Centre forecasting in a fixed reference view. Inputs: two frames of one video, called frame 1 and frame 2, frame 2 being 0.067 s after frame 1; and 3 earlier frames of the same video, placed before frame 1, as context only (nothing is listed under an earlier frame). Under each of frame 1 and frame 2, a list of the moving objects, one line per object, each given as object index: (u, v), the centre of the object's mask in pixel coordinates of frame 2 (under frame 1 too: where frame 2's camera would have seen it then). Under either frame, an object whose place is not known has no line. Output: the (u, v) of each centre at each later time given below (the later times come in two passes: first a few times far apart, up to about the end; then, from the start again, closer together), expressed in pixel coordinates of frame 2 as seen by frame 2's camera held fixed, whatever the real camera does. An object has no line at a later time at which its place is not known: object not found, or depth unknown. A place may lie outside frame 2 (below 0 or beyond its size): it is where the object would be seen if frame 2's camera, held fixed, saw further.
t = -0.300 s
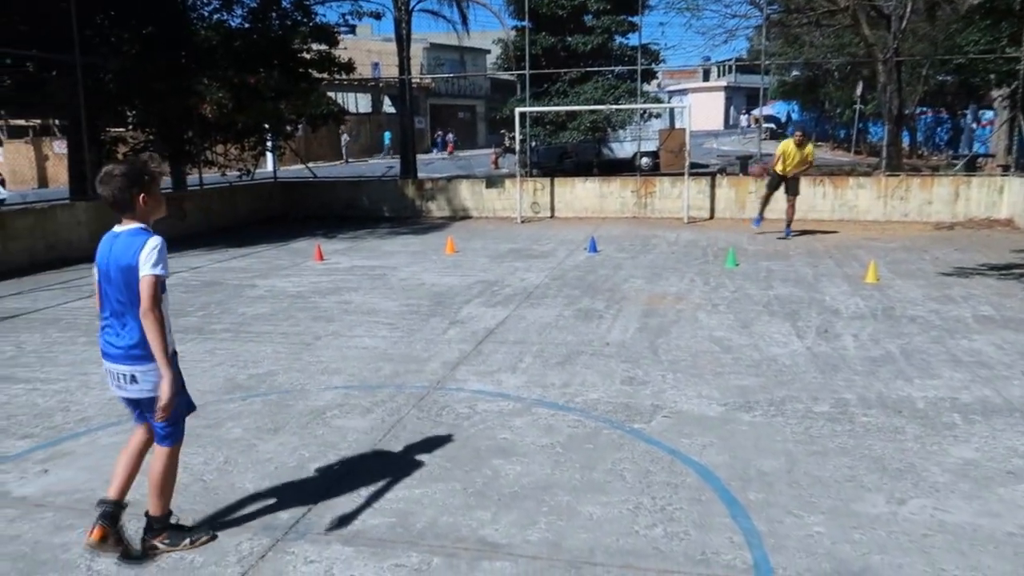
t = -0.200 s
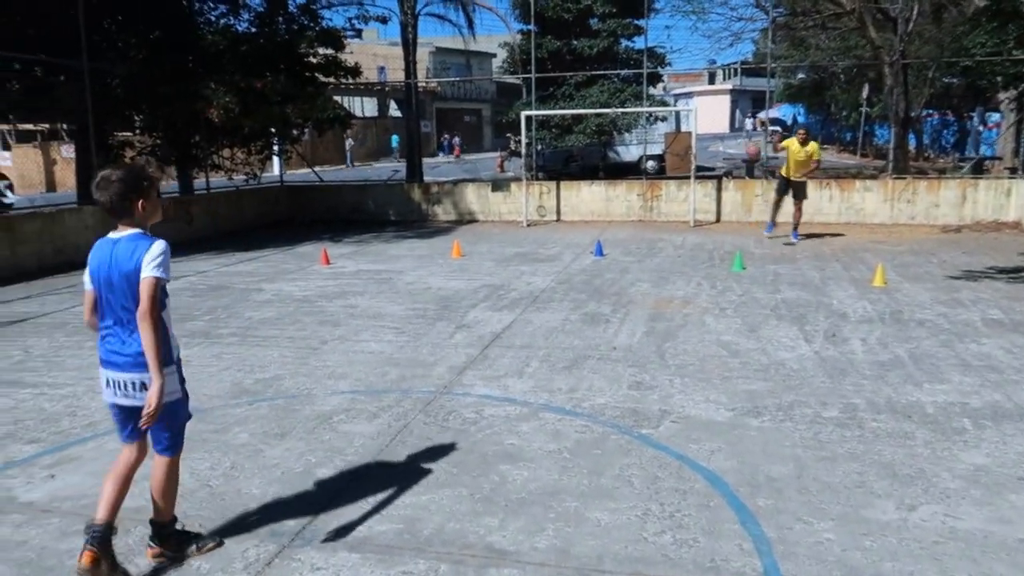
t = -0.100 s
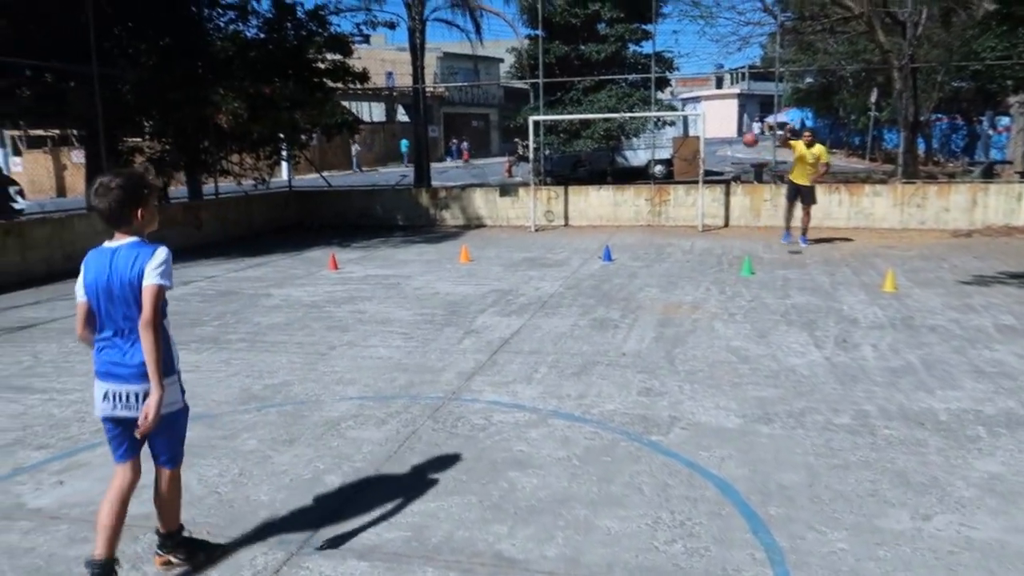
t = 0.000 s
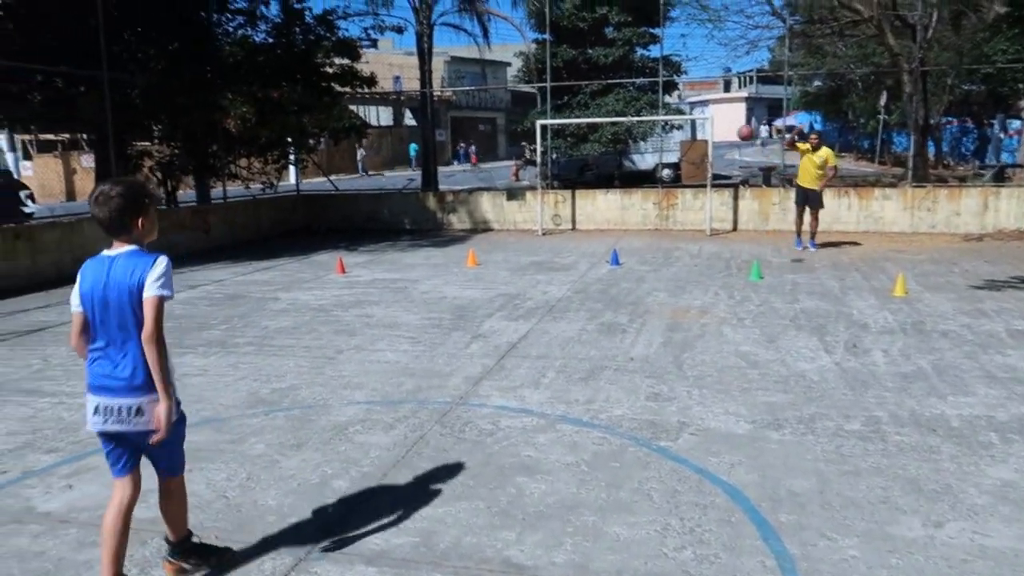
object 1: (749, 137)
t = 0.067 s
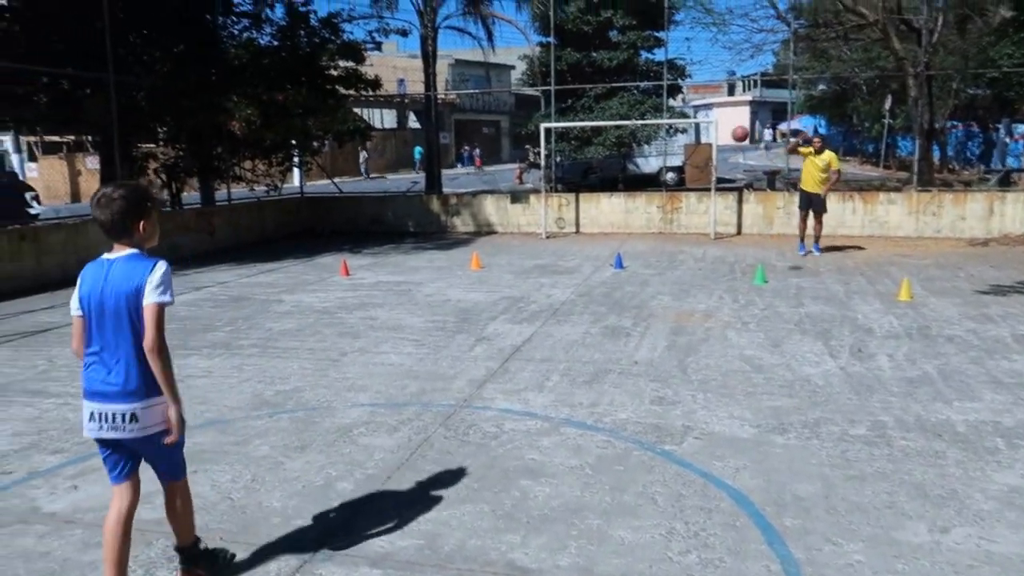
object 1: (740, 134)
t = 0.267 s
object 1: (707, 151)
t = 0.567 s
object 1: (640, 263)
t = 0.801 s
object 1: (586, 293)
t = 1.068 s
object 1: (525, 289)
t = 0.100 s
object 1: (735, 134)
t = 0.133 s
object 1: (730, 135)
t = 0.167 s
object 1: (724, 137)
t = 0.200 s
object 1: (719, 140)
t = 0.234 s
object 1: (714, 144)
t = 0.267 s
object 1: (707, 151)
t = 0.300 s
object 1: (700, 156)
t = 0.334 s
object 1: (694, 164)
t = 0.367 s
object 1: (686, 174)
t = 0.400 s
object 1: (679, 185)
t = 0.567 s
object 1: (640, 263)
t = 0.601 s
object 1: (628, 288)
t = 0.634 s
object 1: (619, 312)
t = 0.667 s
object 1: (610, 325)
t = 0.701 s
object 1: (603, 317)
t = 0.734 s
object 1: (598, 308)
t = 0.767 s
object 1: (593, 299)
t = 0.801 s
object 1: (586, 293)
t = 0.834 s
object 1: (580, 288)
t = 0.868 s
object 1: (574, 284)
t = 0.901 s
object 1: (567, 280)
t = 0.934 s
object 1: (559, 279)
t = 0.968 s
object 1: (551, 278)
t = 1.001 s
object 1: (543, 280)
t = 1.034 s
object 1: (535, 283)
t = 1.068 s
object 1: (525, 289)
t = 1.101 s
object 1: (516, 295)
